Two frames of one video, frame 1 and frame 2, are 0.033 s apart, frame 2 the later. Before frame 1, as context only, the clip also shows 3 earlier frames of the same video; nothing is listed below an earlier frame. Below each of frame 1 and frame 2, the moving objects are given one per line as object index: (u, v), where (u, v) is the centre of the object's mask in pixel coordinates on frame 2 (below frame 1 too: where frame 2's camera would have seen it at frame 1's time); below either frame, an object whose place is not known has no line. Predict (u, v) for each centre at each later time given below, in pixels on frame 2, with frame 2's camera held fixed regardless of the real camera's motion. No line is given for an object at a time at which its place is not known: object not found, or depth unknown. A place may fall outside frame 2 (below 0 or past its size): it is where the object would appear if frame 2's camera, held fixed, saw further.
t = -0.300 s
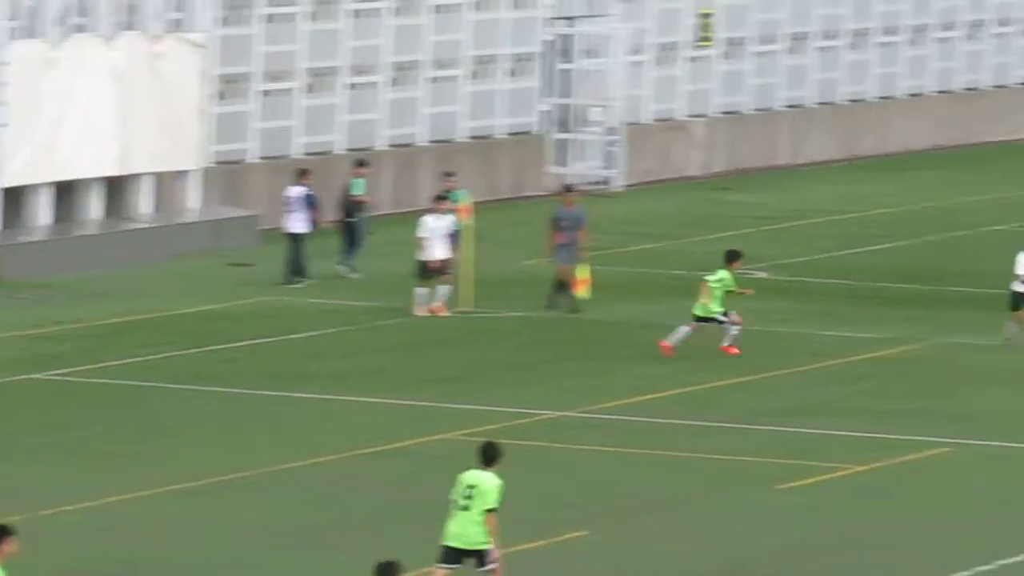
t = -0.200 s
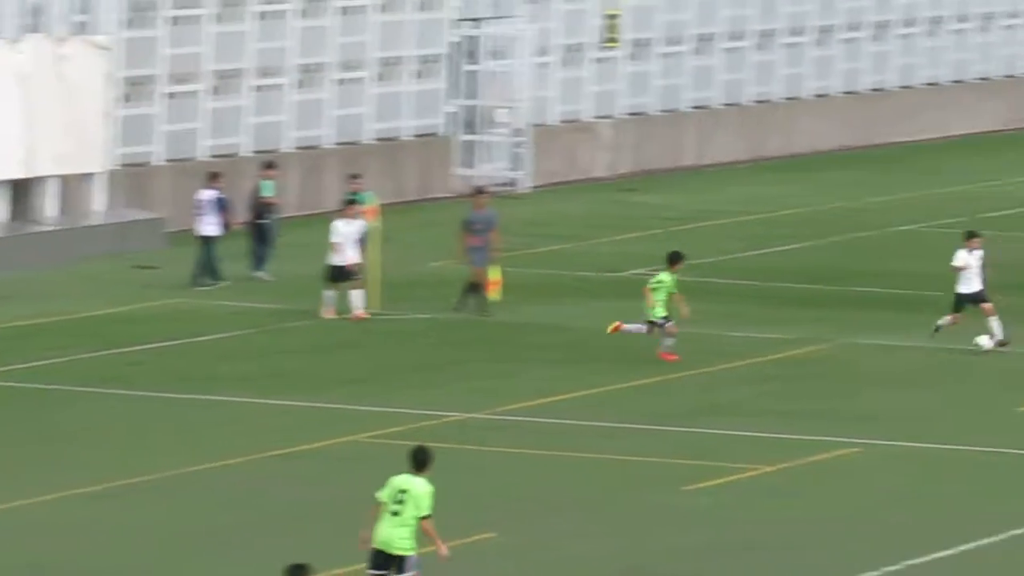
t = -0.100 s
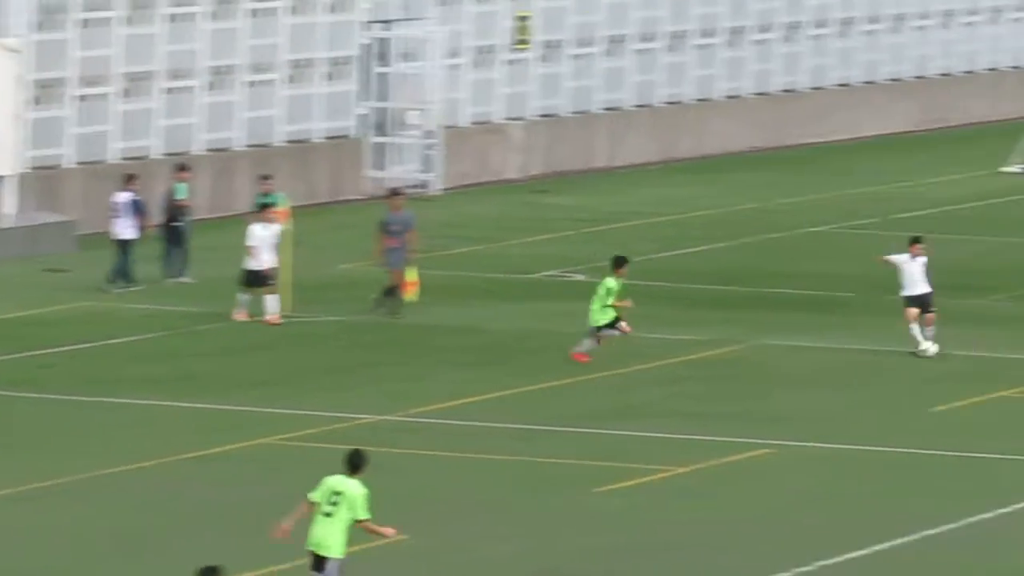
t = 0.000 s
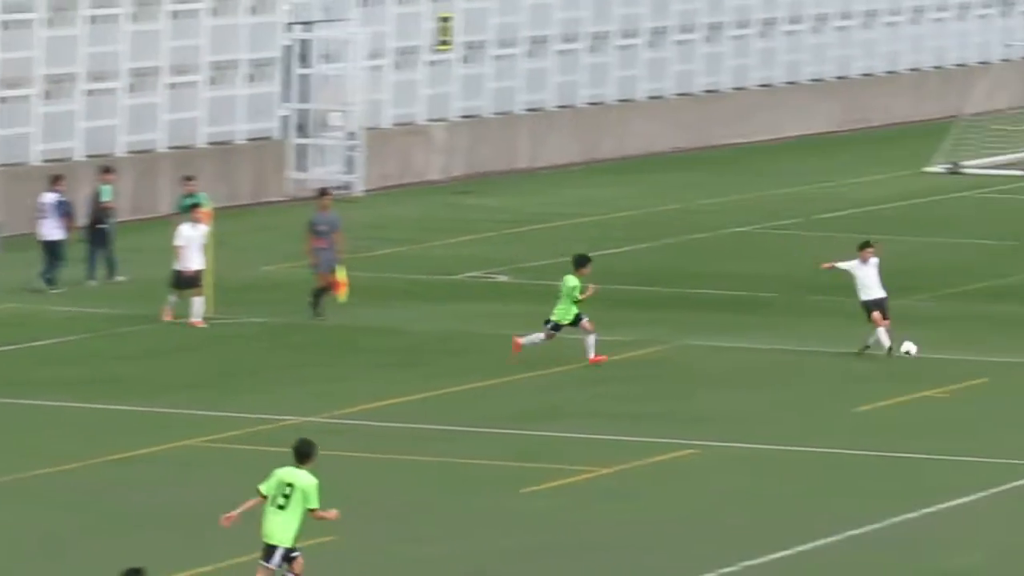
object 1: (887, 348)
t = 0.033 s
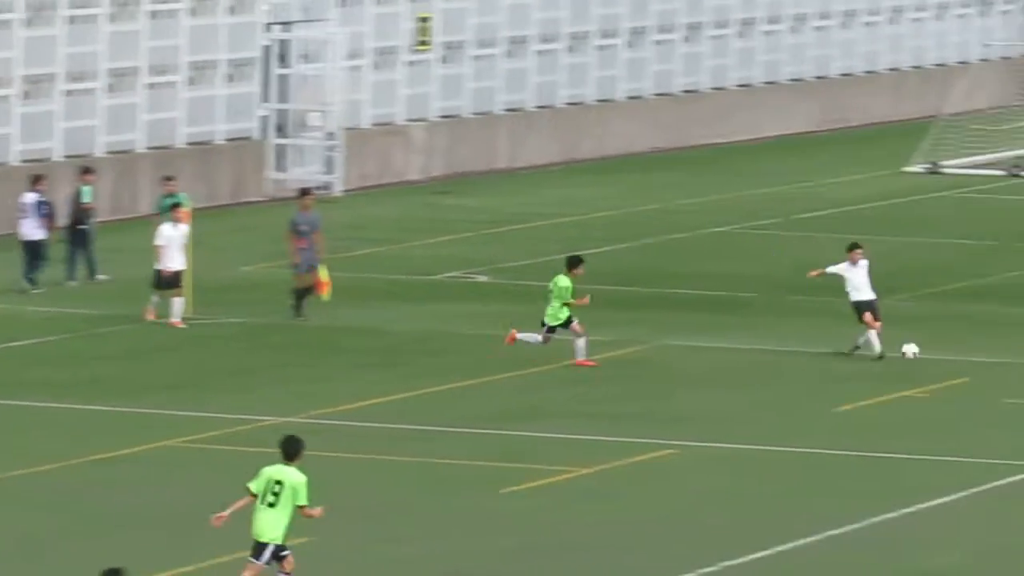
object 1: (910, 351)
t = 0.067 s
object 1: (932, 353)
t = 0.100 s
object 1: (954, 357)
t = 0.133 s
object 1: (977, 363)
